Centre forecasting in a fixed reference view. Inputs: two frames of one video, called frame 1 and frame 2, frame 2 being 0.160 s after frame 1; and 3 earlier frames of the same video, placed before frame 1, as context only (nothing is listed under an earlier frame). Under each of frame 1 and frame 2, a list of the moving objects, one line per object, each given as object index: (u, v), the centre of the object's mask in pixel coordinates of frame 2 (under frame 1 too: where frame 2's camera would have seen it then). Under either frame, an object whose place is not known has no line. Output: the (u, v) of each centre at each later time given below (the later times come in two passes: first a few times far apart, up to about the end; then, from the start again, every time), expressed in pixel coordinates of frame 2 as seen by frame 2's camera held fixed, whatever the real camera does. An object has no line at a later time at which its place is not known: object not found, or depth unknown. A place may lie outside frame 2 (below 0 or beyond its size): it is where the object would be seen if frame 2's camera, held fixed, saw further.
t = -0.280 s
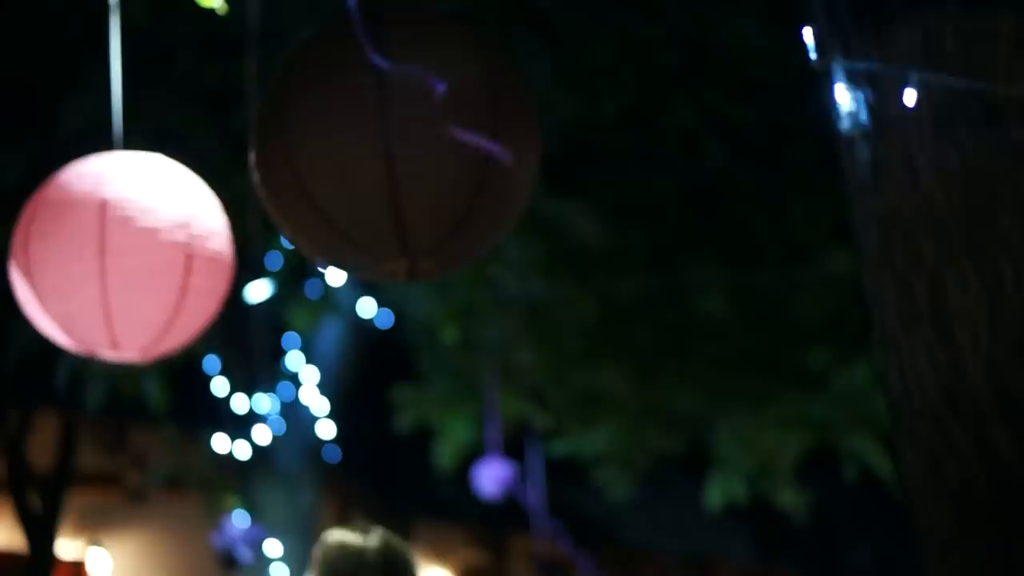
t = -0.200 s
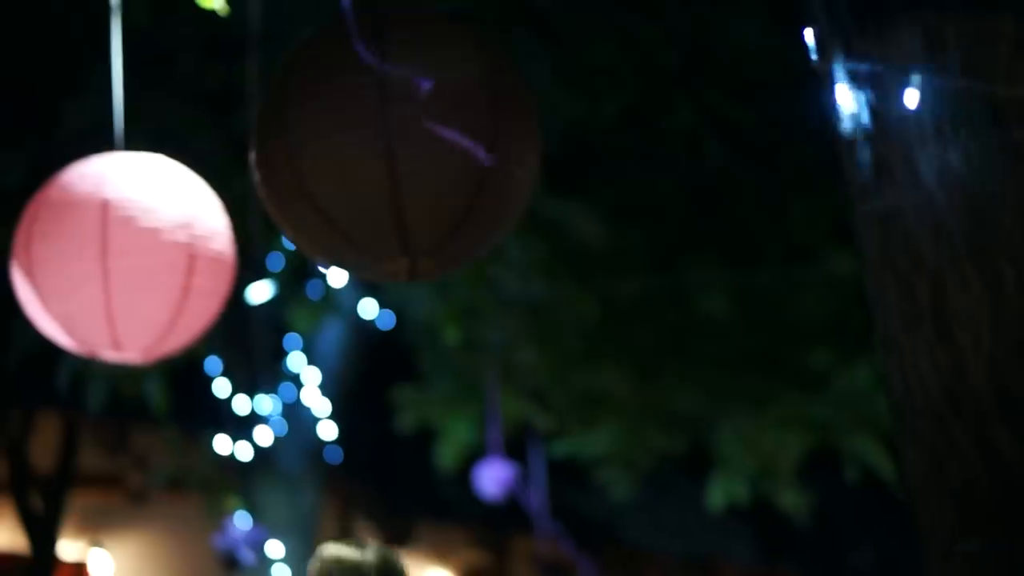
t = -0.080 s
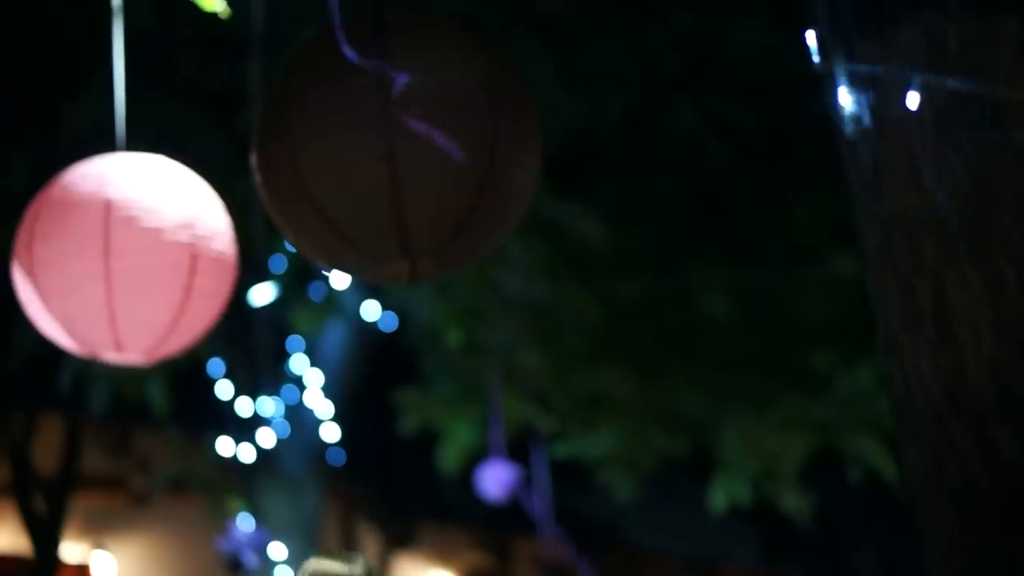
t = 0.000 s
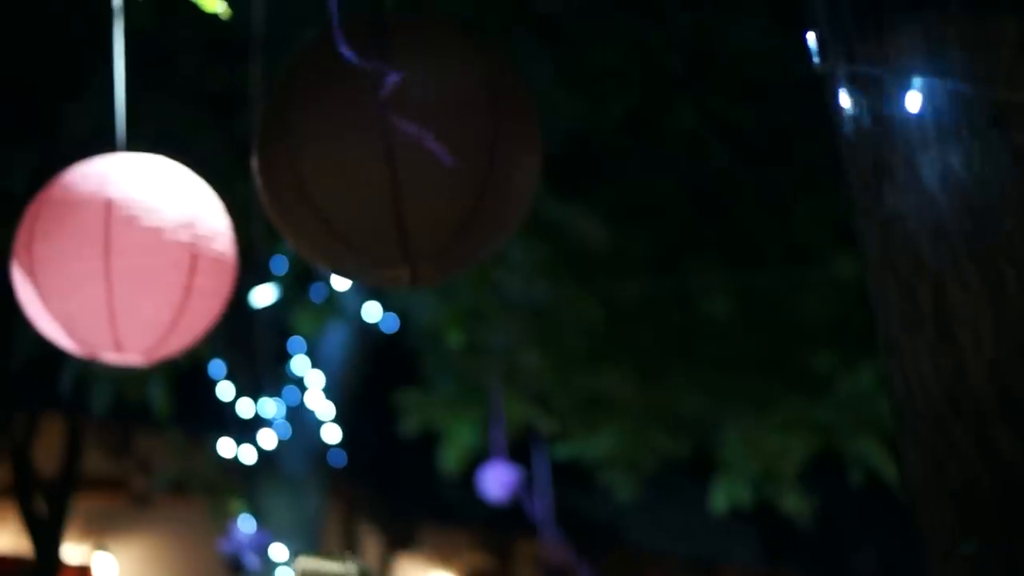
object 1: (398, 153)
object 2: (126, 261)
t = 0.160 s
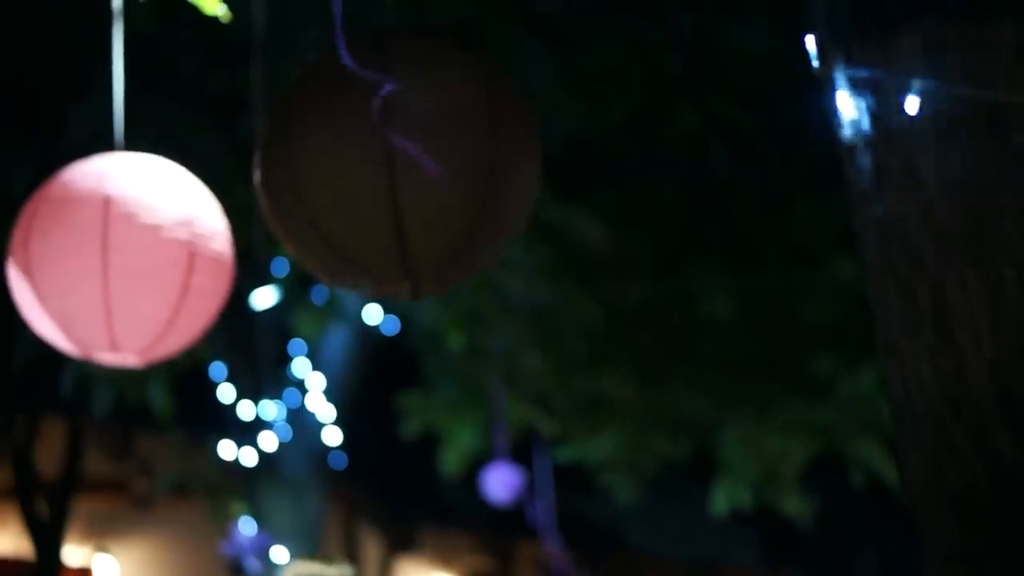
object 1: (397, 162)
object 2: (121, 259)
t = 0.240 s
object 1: (398, 167)
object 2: (118, 258)
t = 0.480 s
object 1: (401, 183)
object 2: (111, 255)
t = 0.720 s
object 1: (413, 189)
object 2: (108, 254)
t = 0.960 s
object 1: (420, 194)
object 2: (110, 256)
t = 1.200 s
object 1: (429, 195)
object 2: (117, 260)
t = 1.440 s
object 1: (435, 191)
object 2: (127, 263)
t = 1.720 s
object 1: (436, 175)
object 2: (135, 265)
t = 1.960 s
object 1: (431, 154)
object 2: (134, 266)
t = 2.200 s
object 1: (421, 143)
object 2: (126, 264)
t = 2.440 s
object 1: (417, 148)
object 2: (114, 261)
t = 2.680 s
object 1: (402, 175)
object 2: (107, 257)
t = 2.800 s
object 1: (402, 185)
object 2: (107, 256)
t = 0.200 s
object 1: (398, 164)
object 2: (120, 259)
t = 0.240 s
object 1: (398, 167)
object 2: (118, 258)
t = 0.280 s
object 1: (398, 171)
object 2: (117, 258)
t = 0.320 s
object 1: (399, 173)
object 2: (116, 257)
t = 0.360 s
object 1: (399, 176)
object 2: (114, 257)
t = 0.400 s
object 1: (399, 178)
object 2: (113, 256)
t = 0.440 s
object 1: (400, 181)
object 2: (112, 256)
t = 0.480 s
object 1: (401, 183)
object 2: (111, 255)
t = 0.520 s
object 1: (402, 185)
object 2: (111, 255)
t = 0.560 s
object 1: (404, 188)
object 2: (110, 254)
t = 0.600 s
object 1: (407, 188)
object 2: (109, 254)
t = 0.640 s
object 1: (409, 189)
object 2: (109, 254)
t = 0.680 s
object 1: (411, 189)
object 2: (108, 254)
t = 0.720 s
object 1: (413, 189)
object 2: (108, 254)
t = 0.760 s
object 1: (415, 190)
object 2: (108, 254)
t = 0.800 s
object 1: (416, 190)
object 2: (108, 254)
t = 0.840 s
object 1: (418, 191)
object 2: (108, 254)
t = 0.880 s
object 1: (419, 193)
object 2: (109, 255)
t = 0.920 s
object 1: (419, 194)
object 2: (109, 255)
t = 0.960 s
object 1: (420, 194)
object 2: (110, 256)
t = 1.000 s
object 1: (422, 195)
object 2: (110, 256)
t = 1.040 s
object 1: (423, 195)
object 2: (112, 257)
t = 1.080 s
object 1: (425, 194)
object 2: (113, 258)
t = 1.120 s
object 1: (426, 195)
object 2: (114, 258)
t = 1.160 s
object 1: (428, 194)
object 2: (116, 259)
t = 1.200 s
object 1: (429, 195)
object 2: (117, 260)
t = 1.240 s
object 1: (430, 194)
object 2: (119, 260)
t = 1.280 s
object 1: (431, 194)
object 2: (120, 261)
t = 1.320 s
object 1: (432, 193)
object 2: (122, 262)
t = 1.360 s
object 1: (433, 193)
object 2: (124, 262)
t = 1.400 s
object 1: (434, 192)
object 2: (125, 263)
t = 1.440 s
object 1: (435, 191)
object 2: (127, 263)
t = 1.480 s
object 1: (435, 190)
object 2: (128, 264)
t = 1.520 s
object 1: (435, 188)
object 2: (130, 264)
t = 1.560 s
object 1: (436, 186)
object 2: (131, 264)
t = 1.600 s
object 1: (436, 183)
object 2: (132, 265)
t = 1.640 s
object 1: (436, 180)
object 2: (133, 265)
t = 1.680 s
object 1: (436, 177)
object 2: (134, 265)
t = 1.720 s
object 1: (436, 175)
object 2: (135, 265)
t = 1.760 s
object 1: (436, 170)
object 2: (135, 266)
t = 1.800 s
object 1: (435, 166)
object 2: (136, 266)
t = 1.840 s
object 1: (435, 164)
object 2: (136, 266)
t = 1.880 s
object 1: (434, 160)
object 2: (135, 266)
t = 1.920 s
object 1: (433, 159)
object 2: (135, 266)
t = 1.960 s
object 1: (431, 154)
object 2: (134, 266)
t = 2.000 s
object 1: (430, 152)
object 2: (133, 266)
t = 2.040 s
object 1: (427, 150)
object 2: (132, 265)
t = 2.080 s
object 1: (425, 147)
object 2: (130, 265)
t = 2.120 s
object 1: (424, 145)
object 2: (129, 265)
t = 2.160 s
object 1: (423, 143)
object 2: (128, 264)
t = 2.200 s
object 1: (421, 143)
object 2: (126, 264)
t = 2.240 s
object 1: (419, 143)
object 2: (124, 263)
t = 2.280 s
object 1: (419, 144)
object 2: (122, 263)
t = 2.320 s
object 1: (417, 144)
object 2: (120, 263)
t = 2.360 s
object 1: (417, 145)
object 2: (118, 262)
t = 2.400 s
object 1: (418, 146)
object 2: (116, 262)
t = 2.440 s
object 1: (417, 148)
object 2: (114, 261)
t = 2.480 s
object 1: (412, 151)
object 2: (113, 261)
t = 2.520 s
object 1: (407, 160)
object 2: (111, 260)
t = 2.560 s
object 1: (406, 164)
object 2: (109, 259)
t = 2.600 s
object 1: (405, 168)
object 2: (108, 259)
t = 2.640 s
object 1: (402, 172)
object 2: (107, 258)
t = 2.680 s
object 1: (402, 175)
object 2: (107, 257)
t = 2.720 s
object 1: (402, 180)
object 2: (107, 257)
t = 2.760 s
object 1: (402, 182)
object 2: (107, 257)
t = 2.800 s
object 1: (402, 185)
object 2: (107, 256)
